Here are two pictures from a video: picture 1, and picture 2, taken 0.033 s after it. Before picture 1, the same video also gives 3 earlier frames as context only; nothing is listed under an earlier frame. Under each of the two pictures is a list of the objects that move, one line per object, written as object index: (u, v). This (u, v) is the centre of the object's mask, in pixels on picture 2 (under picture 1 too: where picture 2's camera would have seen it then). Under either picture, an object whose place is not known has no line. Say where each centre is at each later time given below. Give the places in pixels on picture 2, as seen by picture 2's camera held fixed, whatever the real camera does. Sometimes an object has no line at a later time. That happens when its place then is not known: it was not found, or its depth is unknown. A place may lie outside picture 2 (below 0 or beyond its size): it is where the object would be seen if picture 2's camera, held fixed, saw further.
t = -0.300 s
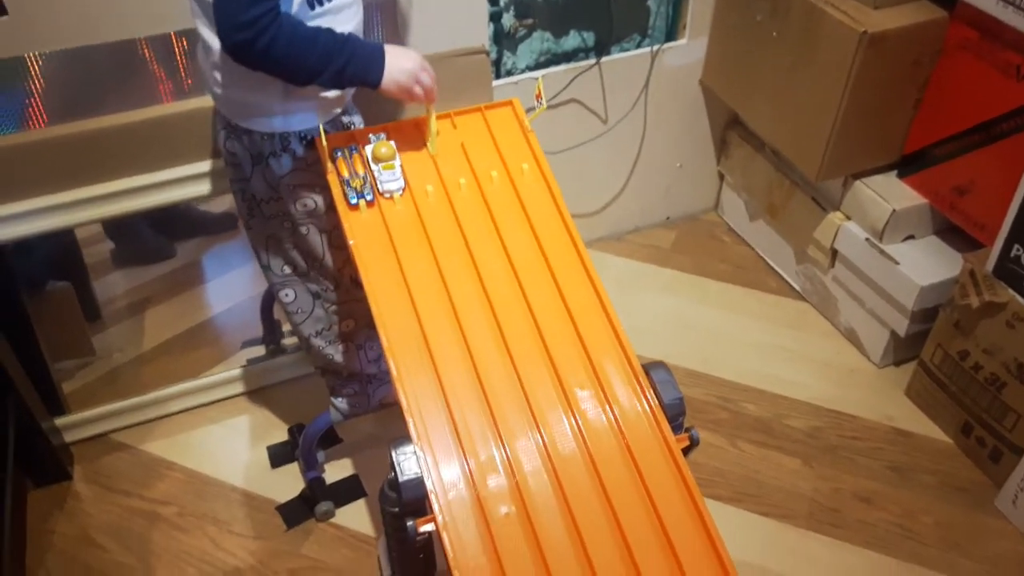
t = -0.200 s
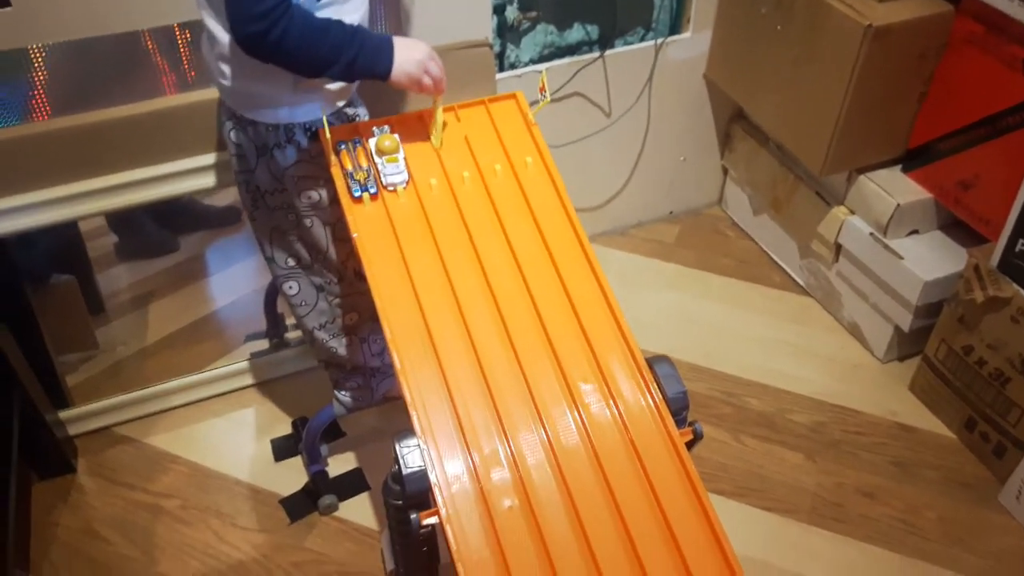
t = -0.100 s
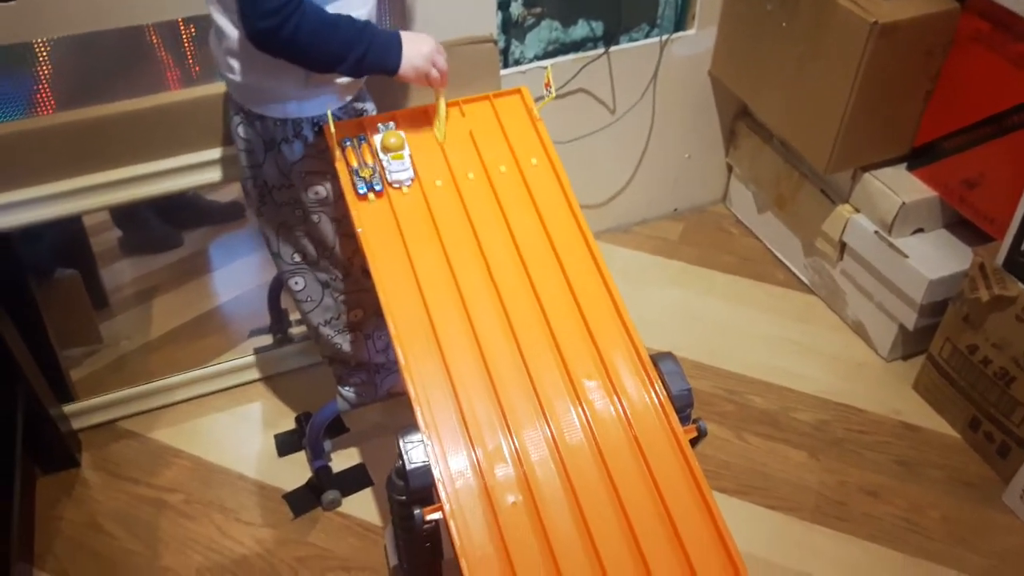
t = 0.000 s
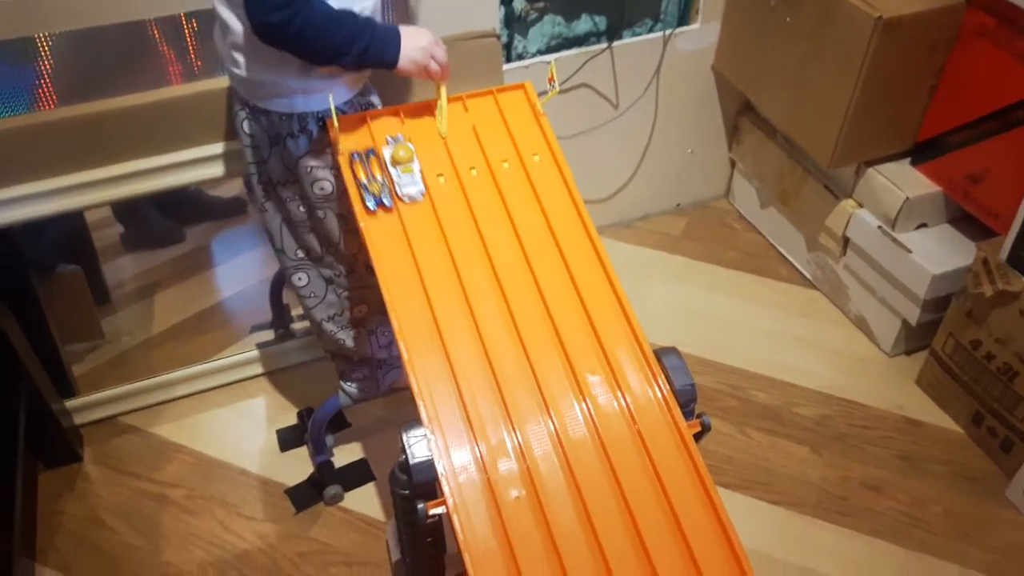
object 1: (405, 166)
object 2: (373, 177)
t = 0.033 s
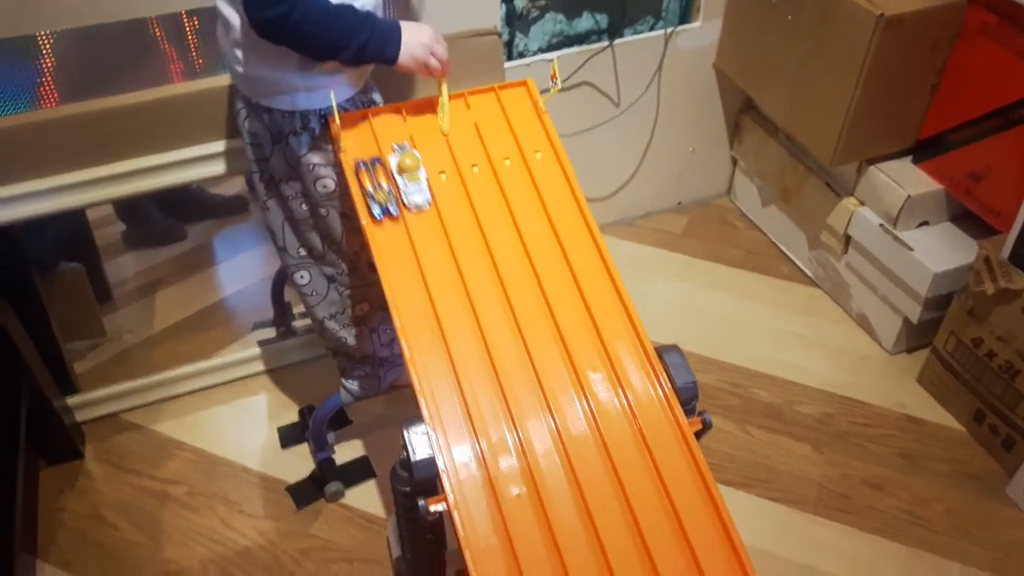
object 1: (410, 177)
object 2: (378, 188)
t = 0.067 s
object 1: (416, 191)
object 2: (383, 203)
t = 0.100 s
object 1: (421, 207)
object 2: (388, 219)
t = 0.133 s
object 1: (428, 228)
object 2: (395, 241)
